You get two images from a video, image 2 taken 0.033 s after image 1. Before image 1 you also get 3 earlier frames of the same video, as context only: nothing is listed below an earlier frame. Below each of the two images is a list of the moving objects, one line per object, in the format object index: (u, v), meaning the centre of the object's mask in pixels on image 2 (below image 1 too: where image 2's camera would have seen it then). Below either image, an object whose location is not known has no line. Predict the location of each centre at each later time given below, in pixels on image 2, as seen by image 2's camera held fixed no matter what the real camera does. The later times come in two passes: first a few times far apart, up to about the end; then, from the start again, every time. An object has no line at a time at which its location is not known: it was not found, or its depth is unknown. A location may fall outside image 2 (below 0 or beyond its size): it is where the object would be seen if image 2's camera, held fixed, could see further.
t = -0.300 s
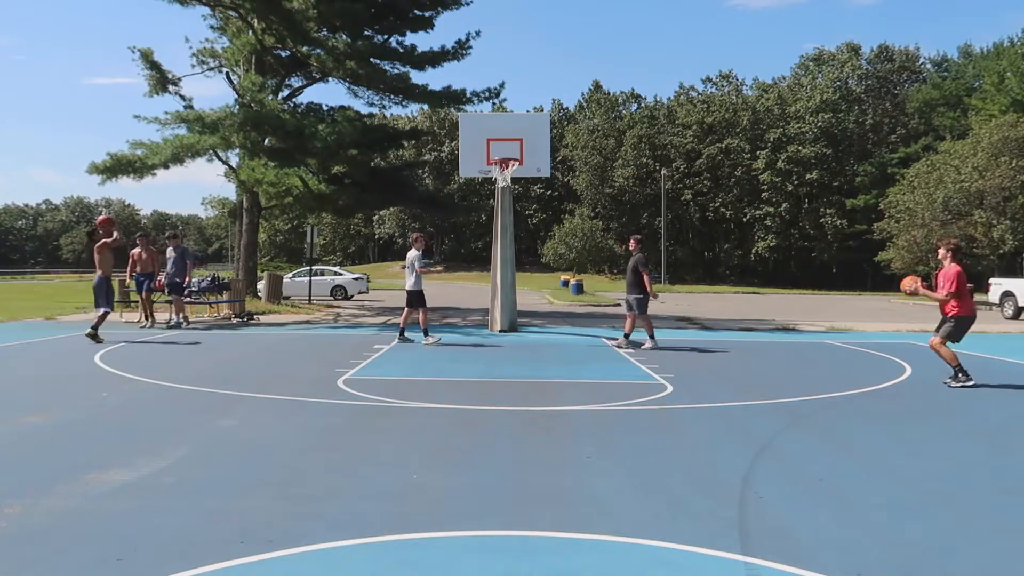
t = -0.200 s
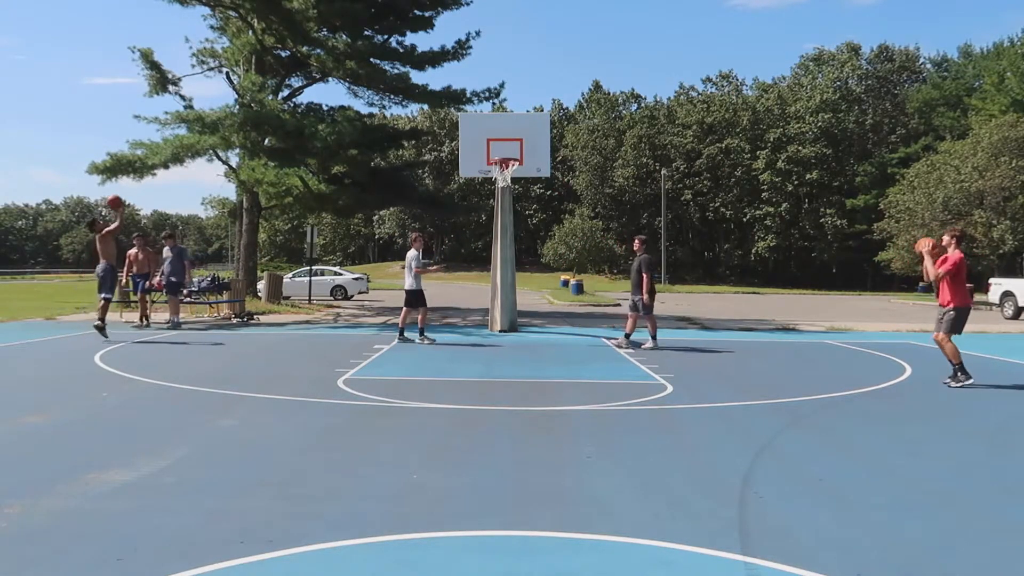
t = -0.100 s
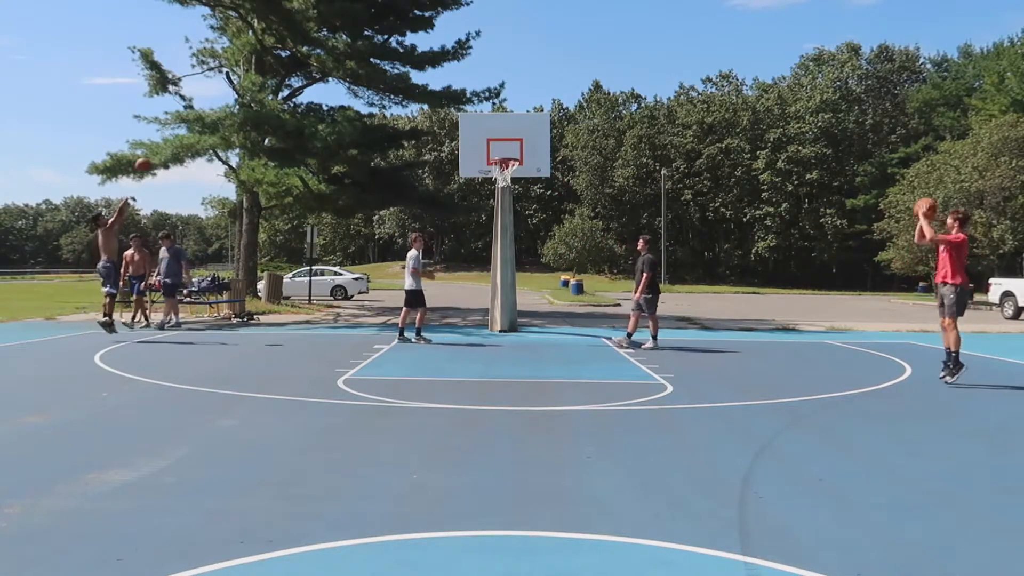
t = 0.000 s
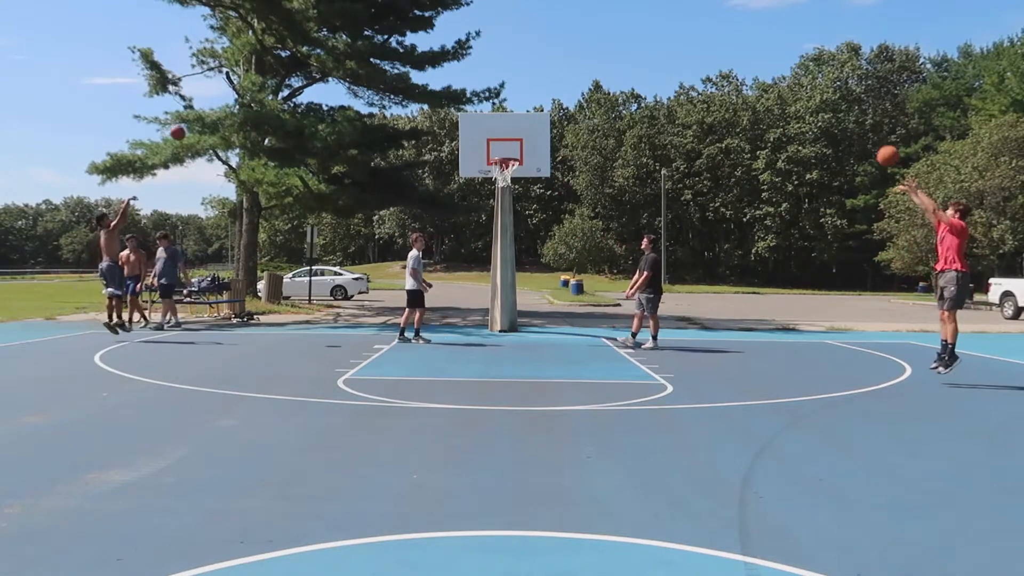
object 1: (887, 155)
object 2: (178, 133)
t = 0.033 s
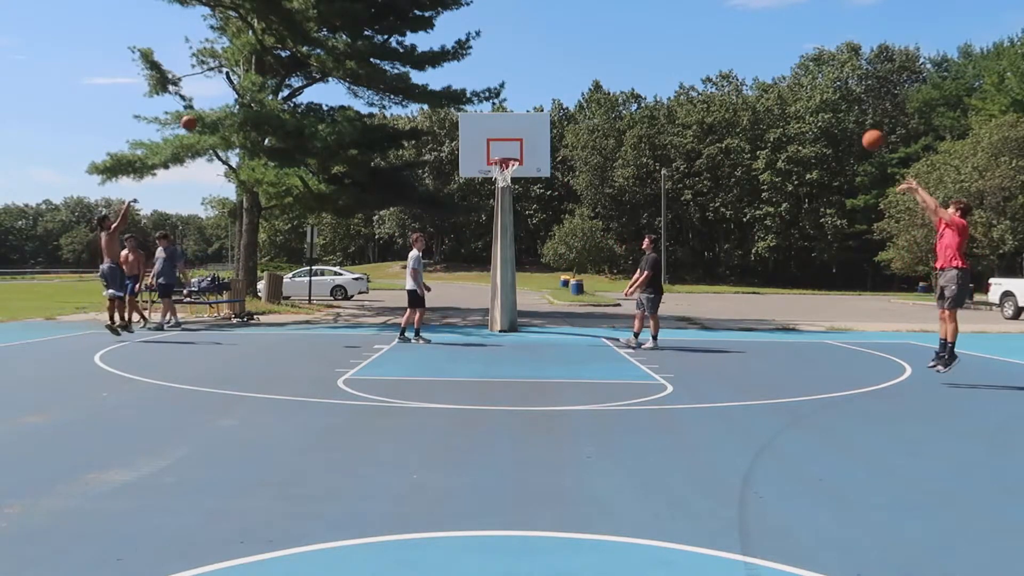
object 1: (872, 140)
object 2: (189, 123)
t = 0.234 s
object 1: (789, 69)
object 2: (255, 82)
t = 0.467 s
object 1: (703, 34)
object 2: (332, 67)
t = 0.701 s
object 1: (630, 40)
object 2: (406, 85)
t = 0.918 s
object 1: (570, 76)
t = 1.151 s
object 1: (514, 142)
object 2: (527, 184)
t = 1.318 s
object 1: (494, 184)
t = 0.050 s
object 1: (864, 132)
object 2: (195, 119)
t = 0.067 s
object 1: (858, 125)
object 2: (200, 115)
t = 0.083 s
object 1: (851, 118)
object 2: (206, 111)
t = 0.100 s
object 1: (843, 111)
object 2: (212, 107)
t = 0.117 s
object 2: (217, 103)
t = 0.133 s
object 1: (829, 99)
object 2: (223, 100)
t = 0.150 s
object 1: (822, 93)
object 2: (229, 97)
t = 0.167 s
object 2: (234, 93)
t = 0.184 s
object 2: (239, 90)
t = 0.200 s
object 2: (244, 87)
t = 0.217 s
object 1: (795, 73)
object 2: (250, 85)
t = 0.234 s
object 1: (789, 69)
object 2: (255, 82)
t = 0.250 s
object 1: (782, 65)
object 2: (261, 80)
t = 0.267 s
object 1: (776, 61)
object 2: (266, 77)
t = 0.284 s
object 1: (769, 57)
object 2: (273, 76)
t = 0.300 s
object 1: (763, 54)
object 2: (277, 74)
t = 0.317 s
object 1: (757, 51)
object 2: (283, 73)
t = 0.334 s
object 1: (751, 48)
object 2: (288, 71)
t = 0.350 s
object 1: (744, 45)
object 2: (294, 70)
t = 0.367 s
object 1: (738, 43)
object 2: (299, 69)
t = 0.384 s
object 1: (732, 41)
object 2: (305, 69)
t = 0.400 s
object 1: (726, 39)
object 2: (310, 68)
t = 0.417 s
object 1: (721, 37)
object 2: (315, 67)
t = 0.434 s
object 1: (715, 36)
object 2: (322, 67)
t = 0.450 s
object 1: (709, 35)
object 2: (326, 68)
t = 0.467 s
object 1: (703, 34)
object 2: (332, 67)
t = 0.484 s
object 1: (698, 33)
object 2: (336, 67)
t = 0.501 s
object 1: (692, 32)
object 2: (342, 66)
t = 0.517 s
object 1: (687, 32)
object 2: (349, 68)
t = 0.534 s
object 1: (681, 31)
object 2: (353, 68)
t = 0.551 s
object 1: (676, 31)
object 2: (359, 69)
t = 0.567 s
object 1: (670, 31)
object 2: (364, 70)
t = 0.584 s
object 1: (665, 32)
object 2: (369, 71)
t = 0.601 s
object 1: (660, 33)
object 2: (375, 73)
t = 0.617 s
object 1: (655, 33)
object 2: (380, 74)
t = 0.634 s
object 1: (649, 34)
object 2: (385, 76)
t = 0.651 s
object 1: (644, 35)
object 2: (391, 78)
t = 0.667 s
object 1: (639, 37)
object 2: (395, 80)
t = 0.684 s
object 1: (634, 38)
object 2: (401, 82)
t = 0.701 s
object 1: (630, 40)
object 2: (406, 85)
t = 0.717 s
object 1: (625, 42)
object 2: (411, 87)
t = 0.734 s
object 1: (620, 44)
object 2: (418, 90)
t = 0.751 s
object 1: (615, 46)
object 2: (422, 93)
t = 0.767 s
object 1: (610, 48)
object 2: (427, 95)
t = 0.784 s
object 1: (606, 51)
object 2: (432, 99)
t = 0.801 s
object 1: (601, 53)
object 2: (437, 101)
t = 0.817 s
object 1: (596, 56)
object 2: (441, 105)
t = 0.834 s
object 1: (592, 59)
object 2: (447, 109)
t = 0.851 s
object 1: (587, 62)
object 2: (452, 113)
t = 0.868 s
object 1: (583, 65)
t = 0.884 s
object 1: (579, 69)
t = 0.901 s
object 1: (575, 73)
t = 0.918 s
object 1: (570, 76)
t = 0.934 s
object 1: (566, 80)
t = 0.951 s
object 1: (562, 84)
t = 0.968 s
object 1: (557, 88)
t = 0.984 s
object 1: (553, 92)
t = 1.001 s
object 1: (549, 97)
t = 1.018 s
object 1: (545, 101)
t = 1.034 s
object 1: (541, 106)
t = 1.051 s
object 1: (537, 111)
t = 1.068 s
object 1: (532, 116)
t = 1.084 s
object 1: (529, 121)
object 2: (519, 178)
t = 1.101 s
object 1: (525, 126)
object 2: (521, 179)
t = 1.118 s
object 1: (521, 131)
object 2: (522, 180)
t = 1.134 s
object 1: (518, 137)
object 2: (524, 182)
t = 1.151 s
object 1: (514, 142)
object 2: (527, 184)
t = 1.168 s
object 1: (510, 147)
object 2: (530, 187)
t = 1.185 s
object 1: (506, 153)
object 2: (531, 190)
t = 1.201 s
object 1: (503, 157)
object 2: (533, 193)
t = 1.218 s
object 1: (499, 161)
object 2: (535, 195)
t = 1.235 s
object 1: (498, 165)
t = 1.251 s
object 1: (495, 171)
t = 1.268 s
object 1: (496, 171)
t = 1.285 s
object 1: (499, 168)
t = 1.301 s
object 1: (494, 182)
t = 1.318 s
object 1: (494, 184)
